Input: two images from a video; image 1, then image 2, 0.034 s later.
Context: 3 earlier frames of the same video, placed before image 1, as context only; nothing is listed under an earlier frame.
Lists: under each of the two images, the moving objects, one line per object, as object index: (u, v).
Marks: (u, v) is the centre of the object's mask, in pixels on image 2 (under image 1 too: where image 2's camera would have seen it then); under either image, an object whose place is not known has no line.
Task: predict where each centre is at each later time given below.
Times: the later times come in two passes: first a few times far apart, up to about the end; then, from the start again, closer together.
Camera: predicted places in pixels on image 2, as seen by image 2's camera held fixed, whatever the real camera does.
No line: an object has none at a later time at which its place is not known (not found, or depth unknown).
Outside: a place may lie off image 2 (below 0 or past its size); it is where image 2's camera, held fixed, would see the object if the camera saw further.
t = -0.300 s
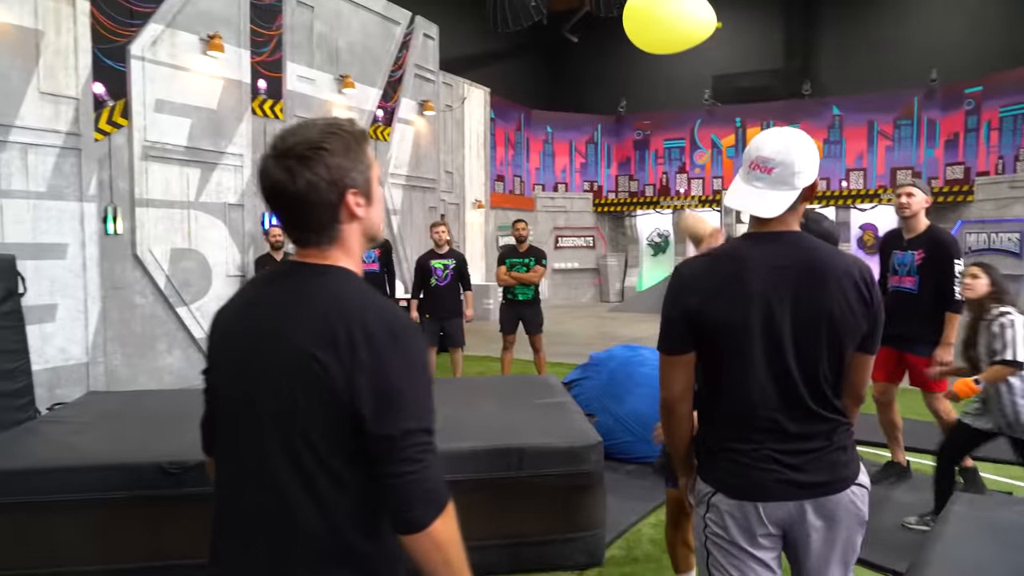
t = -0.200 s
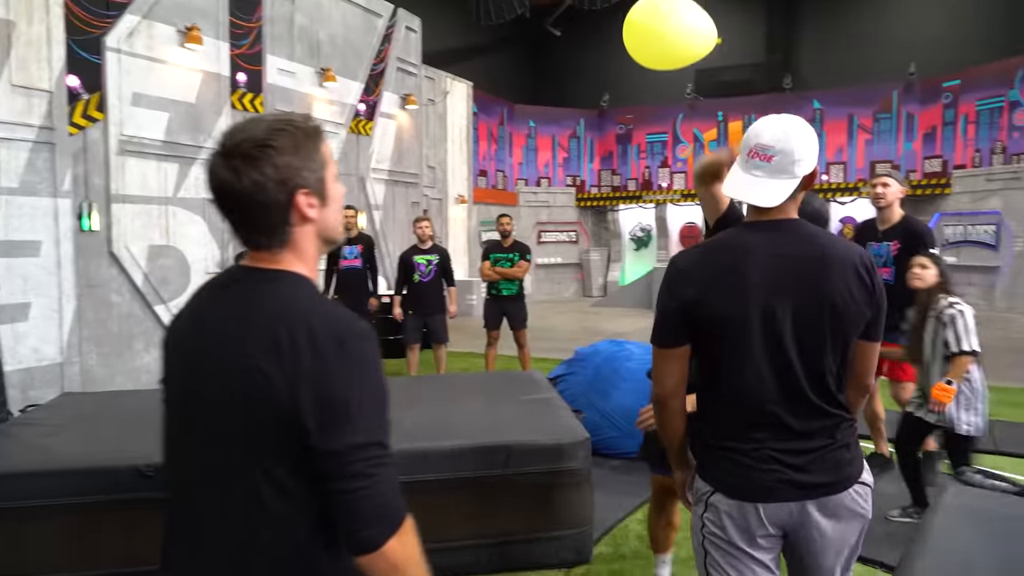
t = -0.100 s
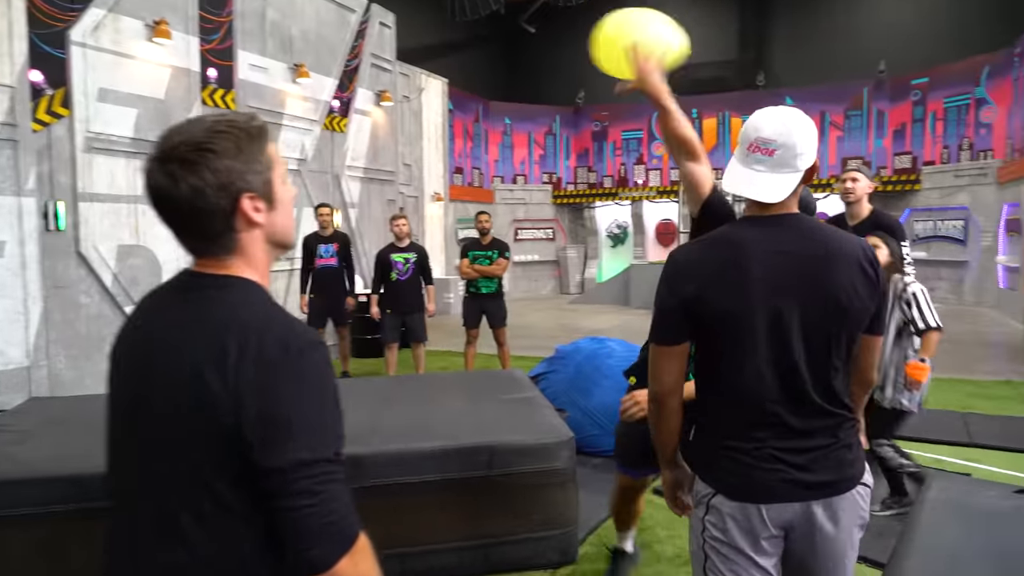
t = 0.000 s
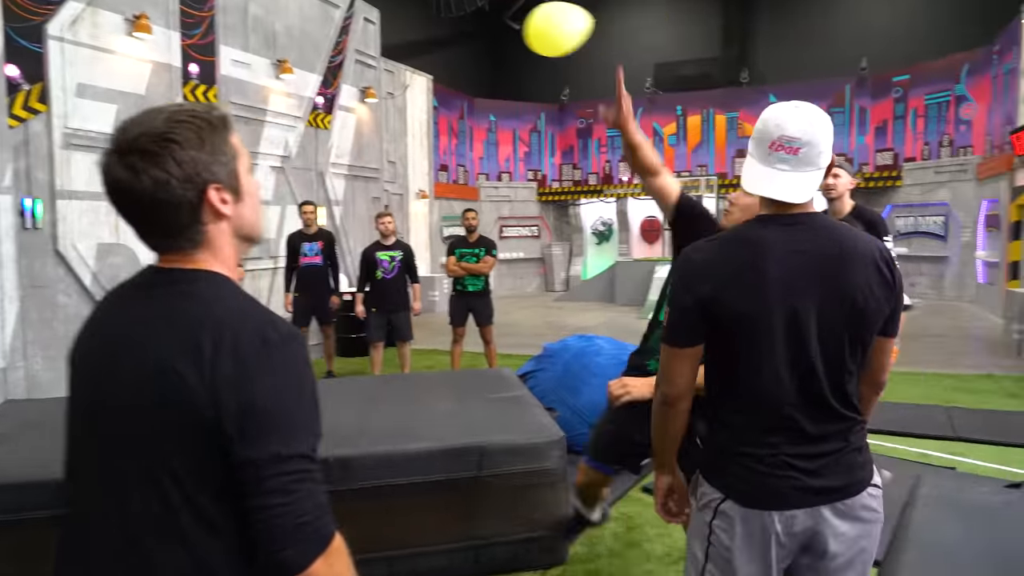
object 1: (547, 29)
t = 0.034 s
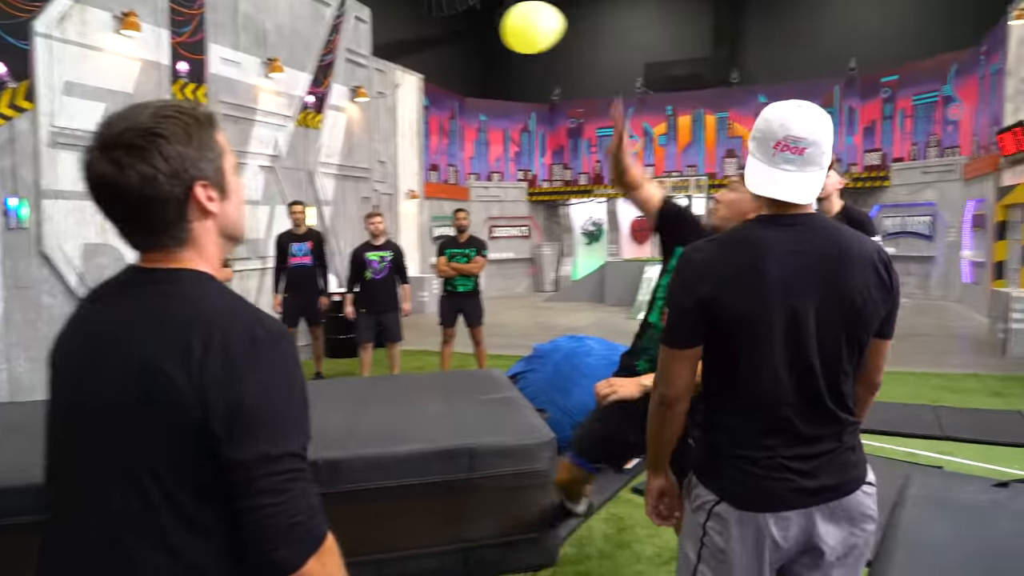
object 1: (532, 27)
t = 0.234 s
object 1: (479, 48)
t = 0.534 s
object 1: (456, 94)
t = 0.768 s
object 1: (446, 136)
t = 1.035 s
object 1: (435, 187)
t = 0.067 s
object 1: (518, 28)
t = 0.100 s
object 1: (506, 30)
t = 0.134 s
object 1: (498, 34)
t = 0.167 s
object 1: (490, 38)
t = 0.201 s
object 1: (484, 43)
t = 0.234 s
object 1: (479, 48)
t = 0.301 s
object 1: (470, 59)
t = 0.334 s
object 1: (467, 64)
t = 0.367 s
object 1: (465, 69)
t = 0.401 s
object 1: (464, 73)
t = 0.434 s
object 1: (462, 78)
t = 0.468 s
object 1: (460, 83)
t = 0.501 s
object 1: (457, 89)
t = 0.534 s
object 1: (456, 94)
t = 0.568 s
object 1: (454, 100)
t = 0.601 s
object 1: (453, 105)
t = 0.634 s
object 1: (451, 111)
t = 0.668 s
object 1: (450, 117)
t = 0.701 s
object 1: (448, 123)
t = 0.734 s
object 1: (447, 129)
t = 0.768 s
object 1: (446, 136)
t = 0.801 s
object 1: (444, 142)
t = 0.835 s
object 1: (443, 149)
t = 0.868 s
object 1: (442, 155)
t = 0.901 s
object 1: (440, 162)
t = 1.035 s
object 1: (435, 187)
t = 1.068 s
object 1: (434, 193)
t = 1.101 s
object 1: (433, 199)
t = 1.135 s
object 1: (433, 206)
